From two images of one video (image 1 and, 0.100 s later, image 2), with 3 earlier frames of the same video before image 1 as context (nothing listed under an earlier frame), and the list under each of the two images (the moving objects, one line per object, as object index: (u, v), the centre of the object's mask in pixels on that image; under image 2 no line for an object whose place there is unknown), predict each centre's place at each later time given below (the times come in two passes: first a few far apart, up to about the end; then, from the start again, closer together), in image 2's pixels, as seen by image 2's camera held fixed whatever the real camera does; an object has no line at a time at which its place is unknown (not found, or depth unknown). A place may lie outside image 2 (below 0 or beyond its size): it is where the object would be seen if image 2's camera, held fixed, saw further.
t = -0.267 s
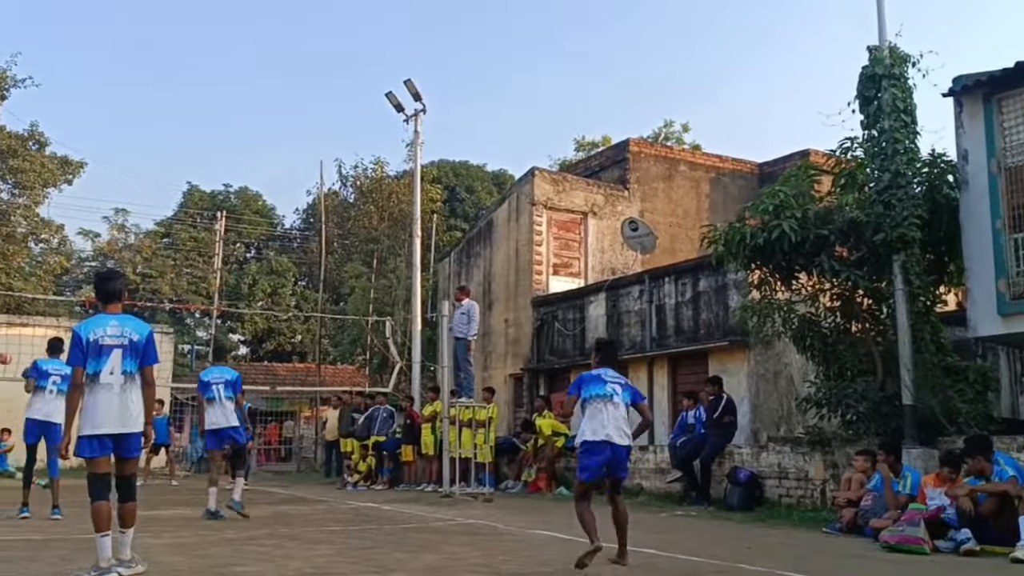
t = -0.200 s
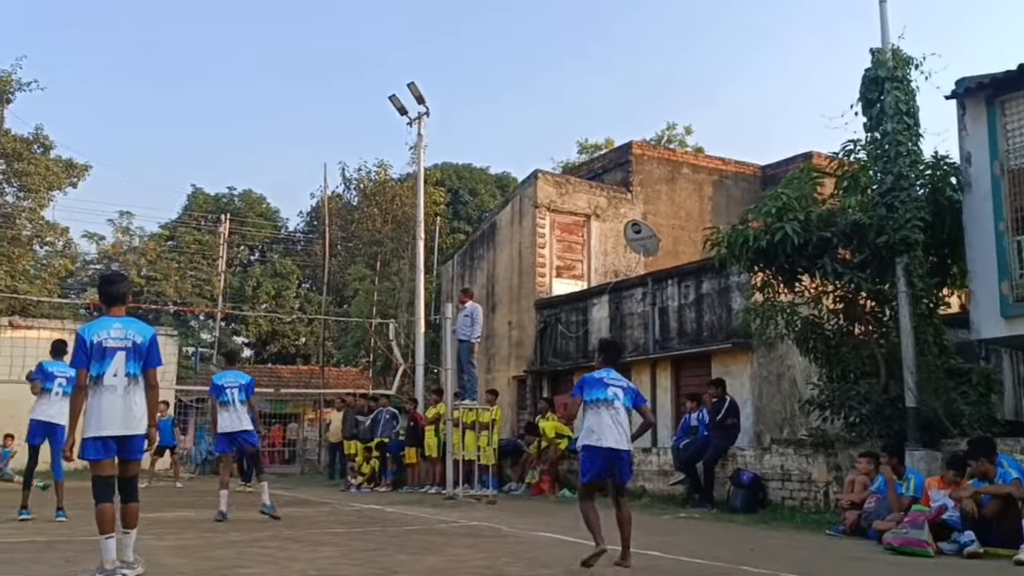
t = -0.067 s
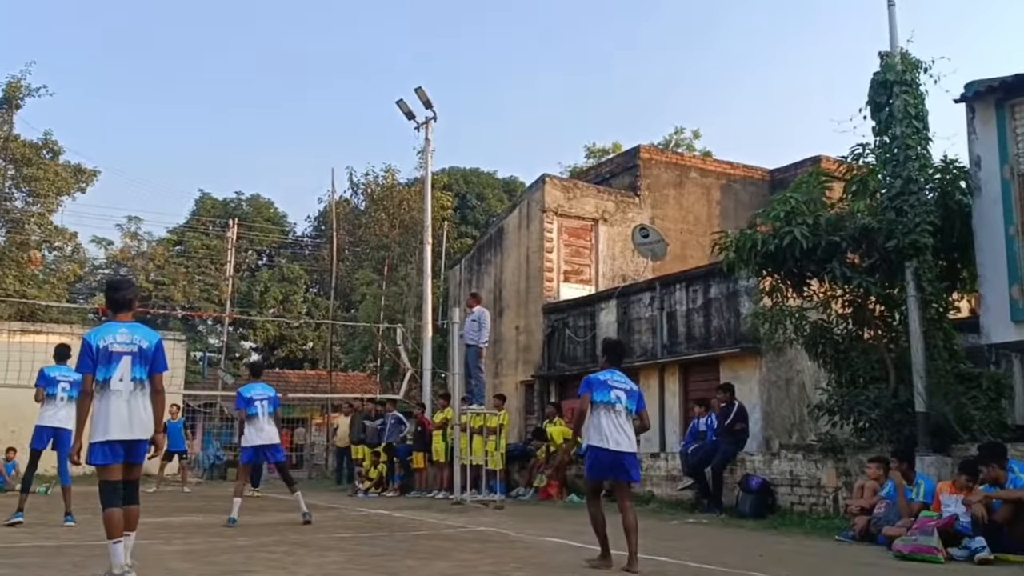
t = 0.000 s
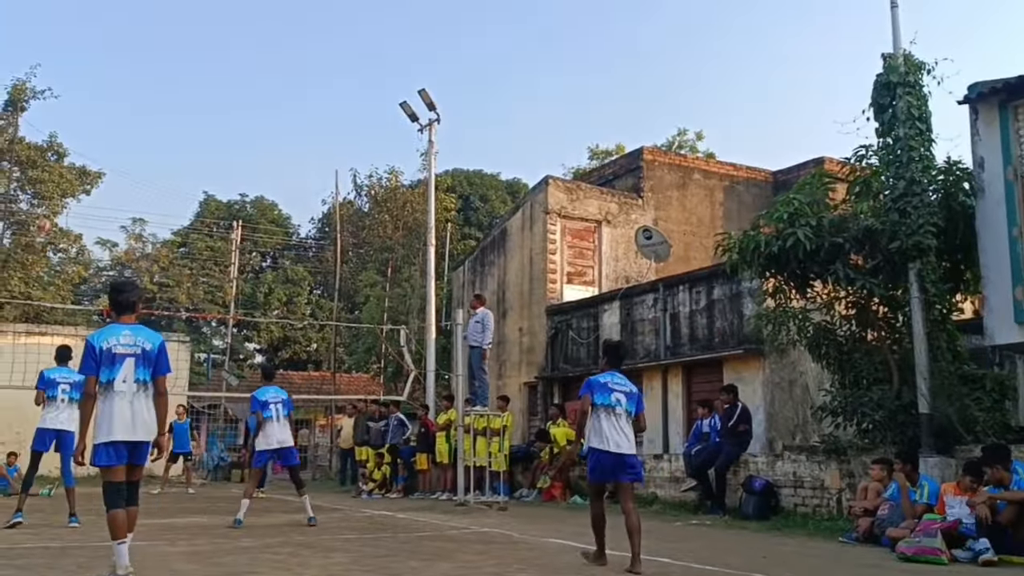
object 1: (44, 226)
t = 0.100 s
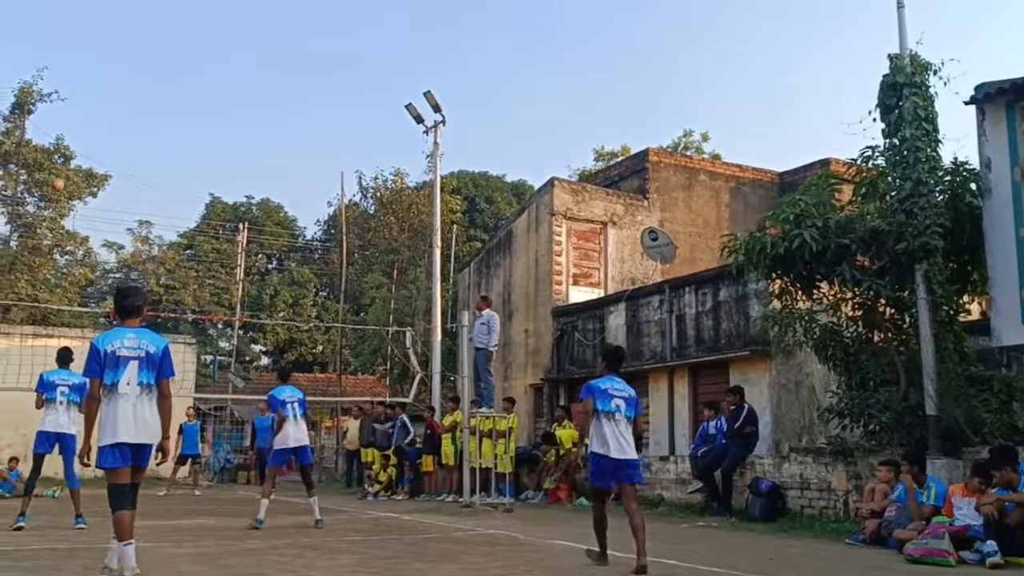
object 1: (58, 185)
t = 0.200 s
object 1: (63, 145)
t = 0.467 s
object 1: (77, 68)
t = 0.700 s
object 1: (86, 32)
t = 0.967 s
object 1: (93, 30)
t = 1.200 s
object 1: (96, 68)
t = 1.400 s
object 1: (95, 137)
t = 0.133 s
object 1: (61, 171)
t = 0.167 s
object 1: (62, 158)
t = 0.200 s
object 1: (63, 145)
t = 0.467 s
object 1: (77, 68)
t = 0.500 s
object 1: (78, 61)
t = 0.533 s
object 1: (79, 55)
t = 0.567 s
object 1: (81, 49)
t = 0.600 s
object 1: (82, 44)
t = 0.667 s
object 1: (85, 35)
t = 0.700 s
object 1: (86, 32)
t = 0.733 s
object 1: (87, 30)
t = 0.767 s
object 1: (88, 28)
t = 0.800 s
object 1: (89, 26)
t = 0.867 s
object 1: (90, 26)
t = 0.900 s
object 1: (92, 27)
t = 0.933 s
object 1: (92, 28)
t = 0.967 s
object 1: (93, 30)
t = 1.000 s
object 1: (94, 34)
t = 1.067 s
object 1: (95, 41)
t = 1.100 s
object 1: (95, 47)
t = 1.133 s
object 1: (95, 54)
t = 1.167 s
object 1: (96, 60)
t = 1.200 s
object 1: (96, 68)
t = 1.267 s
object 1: (96, 88)
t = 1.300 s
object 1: (96, 98)
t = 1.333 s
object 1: (96, 110)
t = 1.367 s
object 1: (96, 123)
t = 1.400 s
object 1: (95, 137)
